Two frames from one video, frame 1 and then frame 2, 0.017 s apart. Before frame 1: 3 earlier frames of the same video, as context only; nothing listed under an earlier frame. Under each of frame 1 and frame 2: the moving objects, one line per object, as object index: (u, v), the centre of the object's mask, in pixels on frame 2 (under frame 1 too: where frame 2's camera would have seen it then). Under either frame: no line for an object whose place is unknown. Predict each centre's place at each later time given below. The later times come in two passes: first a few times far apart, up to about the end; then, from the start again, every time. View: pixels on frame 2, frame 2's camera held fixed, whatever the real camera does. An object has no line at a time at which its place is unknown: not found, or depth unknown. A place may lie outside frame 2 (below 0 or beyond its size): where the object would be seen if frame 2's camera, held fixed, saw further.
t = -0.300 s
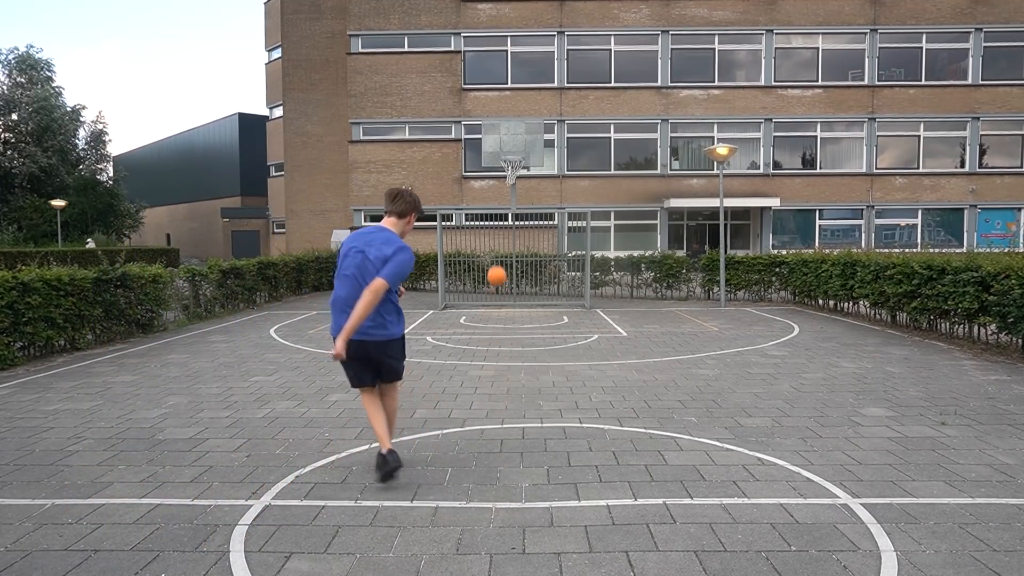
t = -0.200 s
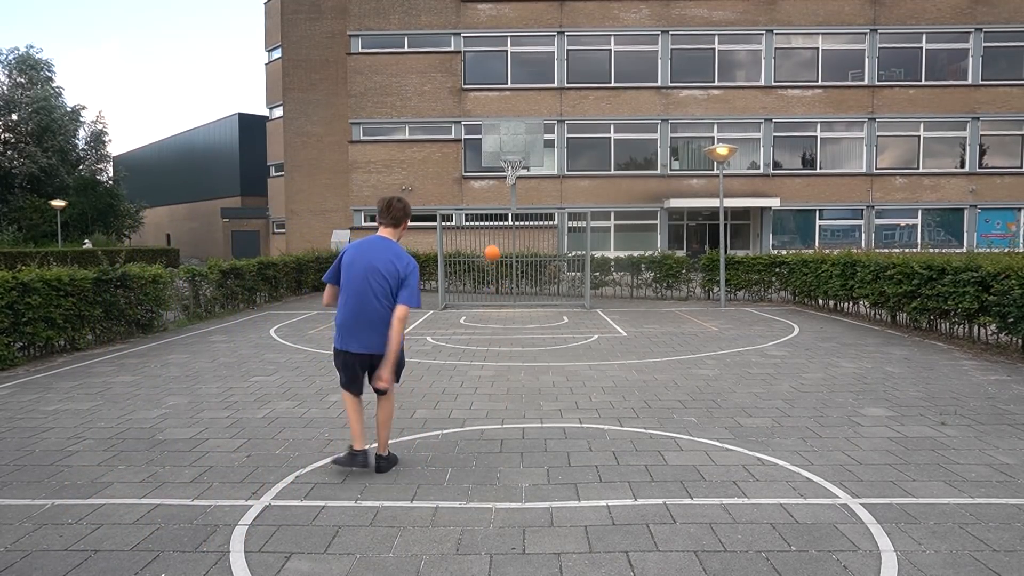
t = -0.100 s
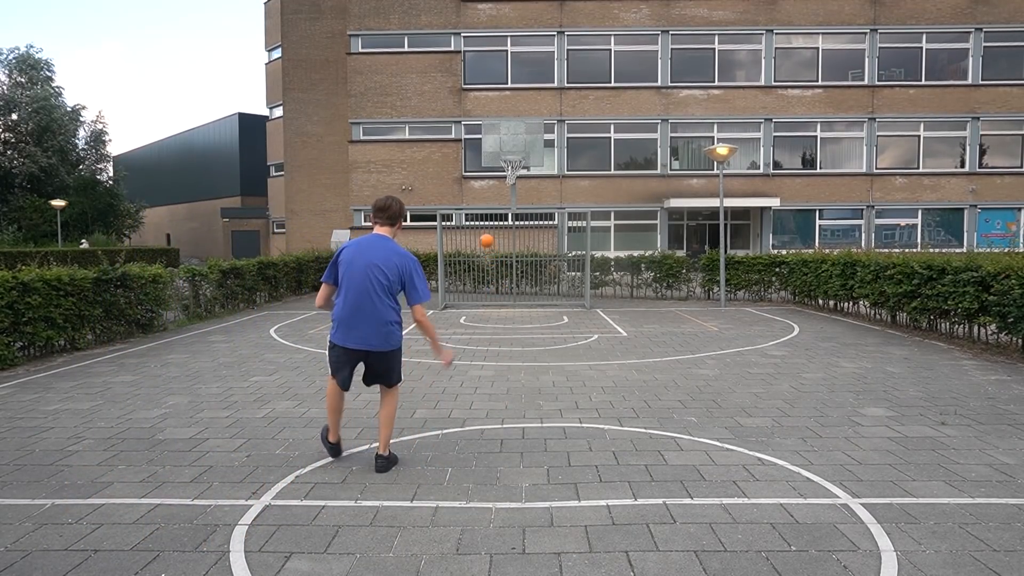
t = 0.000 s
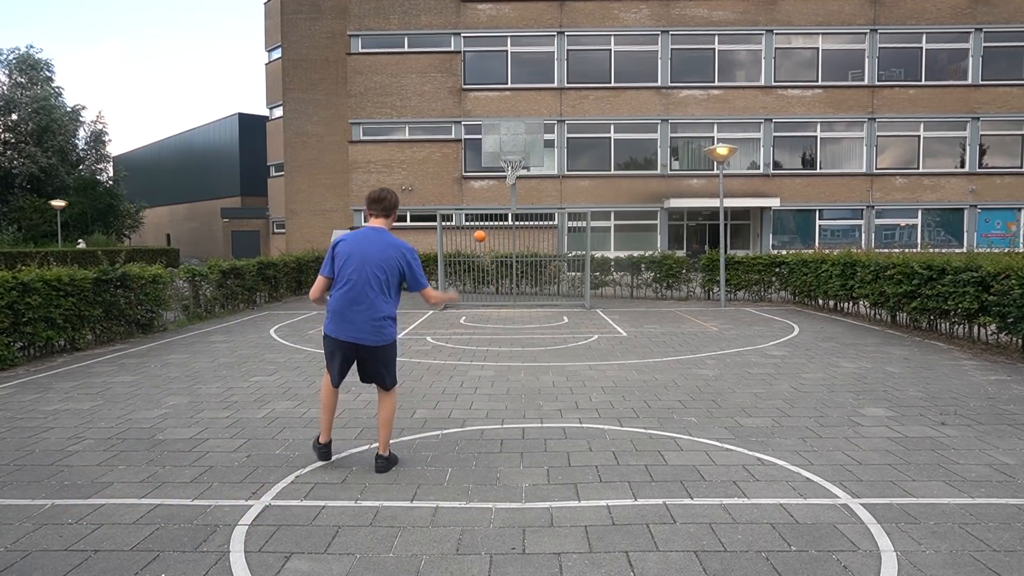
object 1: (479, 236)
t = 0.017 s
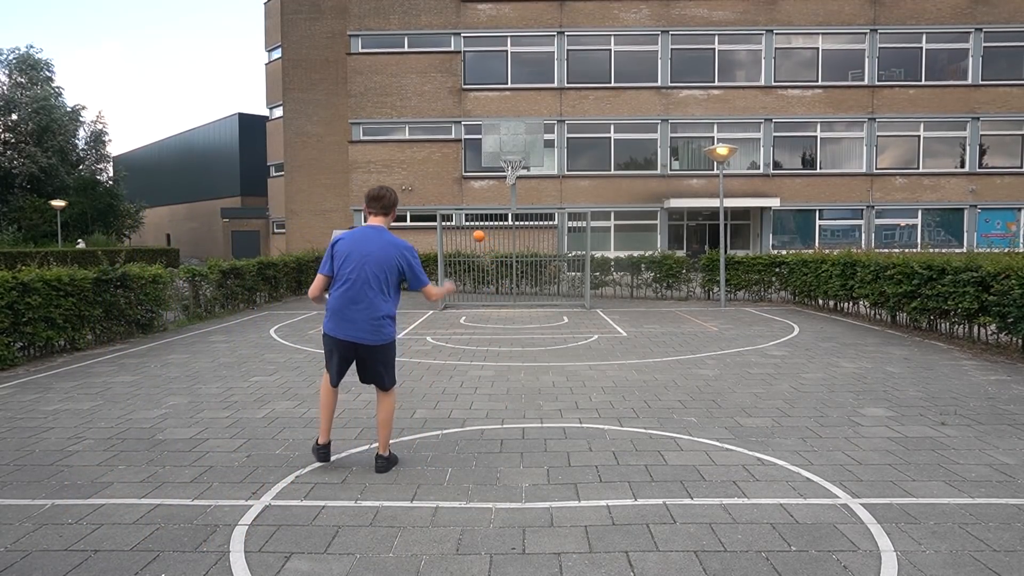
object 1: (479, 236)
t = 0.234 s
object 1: (474, 269)
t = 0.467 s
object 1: (482, 281)
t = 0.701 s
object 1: (488, 236)
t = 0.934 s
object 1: (495, 223)
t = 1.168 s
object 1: (503, 251)
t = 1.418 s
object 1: (515, 349)
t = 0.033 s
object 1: (477, 236)
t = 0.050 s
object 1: (476, 236)
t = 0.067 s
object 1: (475, 236)
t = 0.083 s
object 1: (474, 236)
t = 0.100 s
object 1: (472, 236)
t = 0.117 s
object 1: (471, 237)
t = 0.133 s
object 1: (471, 238)
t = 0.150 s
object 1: (471, 243)
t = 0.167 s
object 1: (472, 247)
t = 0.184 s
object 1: (472, 253)
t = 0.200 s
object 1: (473, 258)
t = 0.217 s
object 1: (473, 264)
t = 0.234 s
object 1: (474, 269)
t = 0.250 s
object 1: (475, 275)
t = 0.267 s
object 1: (475, 282)
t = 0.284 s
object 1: (476, 288)
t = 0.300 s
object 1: (477, 295)
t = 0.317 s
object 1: (478, 301)
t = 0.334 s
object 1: (478, 309)
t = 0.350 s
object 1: (479, 310)
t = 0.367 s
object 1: (480, 306)
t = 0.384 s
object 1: (480, 301)
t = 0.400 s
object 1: (480, 297)
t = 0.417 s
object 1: (481, 293)
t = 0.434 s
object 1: (481, 289)
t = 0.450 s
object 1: (481, 284)
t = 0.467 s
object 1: (482, 281)
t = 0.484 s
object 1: (482, 276)
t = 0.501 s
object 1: (483, 272)
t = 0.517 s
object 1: (483, 269)
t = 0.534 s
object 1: (484, 265)
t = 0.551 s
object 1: (484, 262)
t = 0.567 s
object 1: (484, 258)
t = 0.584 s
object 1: (484, 255)
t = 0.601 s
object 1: (485, 252)
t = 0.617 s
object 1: (486, 249)
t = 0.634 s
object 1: (486, 246)
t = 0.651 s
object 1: (486, 243)
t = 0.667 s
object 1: (487, 241)
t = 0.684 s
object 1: (487, 238)
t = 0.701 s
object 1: (488, 236)
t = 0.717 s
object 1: (488, 234)
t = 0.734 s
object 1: (489, 232)
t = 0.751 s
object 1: (489, 230)
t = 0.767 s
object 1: (490, 229)
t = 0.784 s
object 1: (490, 227)
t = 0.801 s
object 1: (491, 226)
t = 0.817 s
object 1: (491, 225)
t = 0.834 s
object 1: (492, 224)
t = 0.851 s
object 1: (492, 224)
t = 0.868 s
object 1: (493, 223)
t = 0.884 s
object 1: (493, 223)
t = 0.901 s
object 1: (494, 223)
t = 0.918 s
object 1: (495, 223)
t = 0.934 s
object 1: (495, 223)
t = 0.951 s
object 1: (496, 223)
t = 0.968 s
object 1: (496, 224)
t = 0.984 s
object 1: (497, 224)
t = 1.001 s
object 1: (497, 226)
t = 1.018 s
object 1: (498, 227)
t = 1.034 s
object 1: (498, 229)
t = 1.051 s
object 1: (499, 230)
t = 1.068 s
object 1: (499, 232)
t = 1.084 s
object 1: (500, 235)
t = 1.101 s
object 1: (501, 238)
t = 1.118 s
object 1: (502, 240)
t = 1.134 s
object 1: (503, 244)
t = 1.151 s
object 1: (503, 247)
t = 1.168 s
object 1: (503, 251)
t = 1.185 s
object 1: (504, 255)
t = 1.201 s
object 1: (505, 259)
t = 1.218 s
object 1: (506, 264)
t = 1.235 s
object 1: (506, 269)
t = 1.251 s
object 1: (507, 274)
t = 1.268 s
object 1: (508, 280)
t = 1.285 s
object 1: (509, 287)
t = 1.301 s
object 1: (509, 292)
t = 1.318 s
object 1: (510, 299)
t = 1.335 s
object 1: (511, 306)
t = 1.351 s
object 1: (512, 315)
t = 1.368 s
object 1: (513, 322)
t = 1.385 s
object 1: (513, 331)
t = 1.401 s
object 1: (514, 341)
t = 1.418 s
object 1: (515, 349)
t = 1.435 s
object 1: (516, 360)
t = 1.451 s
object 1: (517, 370)
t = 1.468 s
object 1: (518, 370)
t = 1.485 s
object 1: (519, 363)
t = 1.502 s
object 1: (519, 359)
